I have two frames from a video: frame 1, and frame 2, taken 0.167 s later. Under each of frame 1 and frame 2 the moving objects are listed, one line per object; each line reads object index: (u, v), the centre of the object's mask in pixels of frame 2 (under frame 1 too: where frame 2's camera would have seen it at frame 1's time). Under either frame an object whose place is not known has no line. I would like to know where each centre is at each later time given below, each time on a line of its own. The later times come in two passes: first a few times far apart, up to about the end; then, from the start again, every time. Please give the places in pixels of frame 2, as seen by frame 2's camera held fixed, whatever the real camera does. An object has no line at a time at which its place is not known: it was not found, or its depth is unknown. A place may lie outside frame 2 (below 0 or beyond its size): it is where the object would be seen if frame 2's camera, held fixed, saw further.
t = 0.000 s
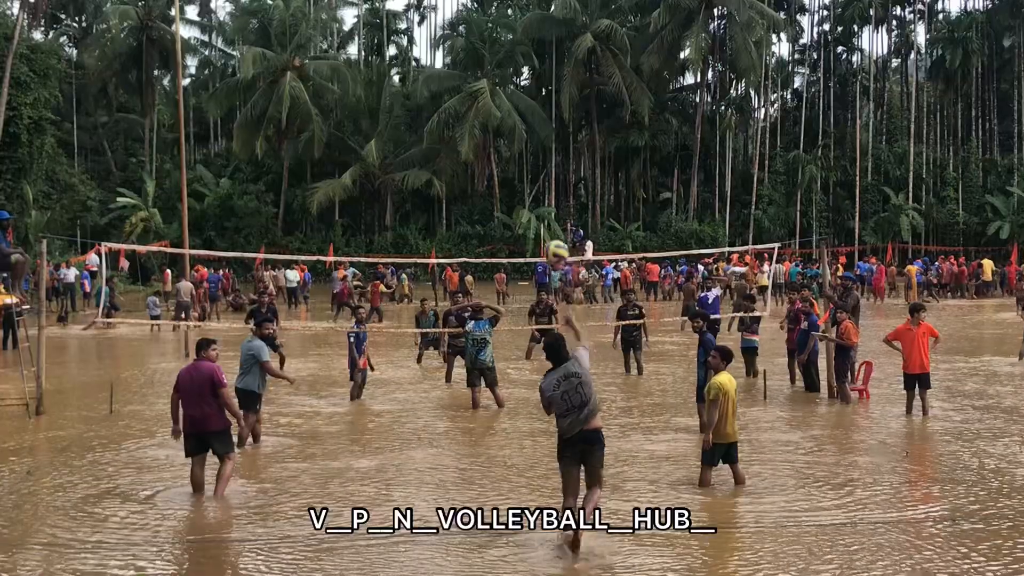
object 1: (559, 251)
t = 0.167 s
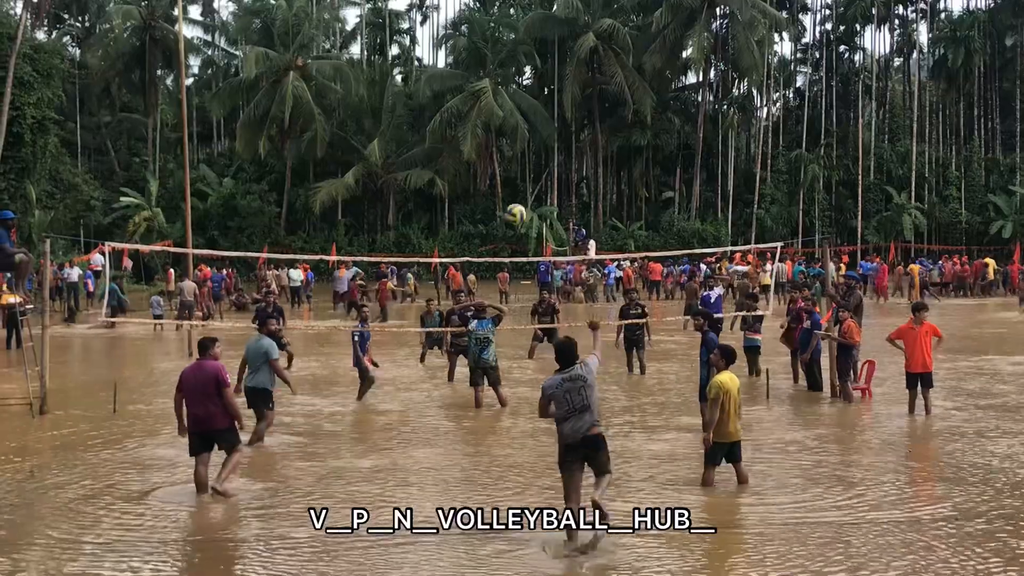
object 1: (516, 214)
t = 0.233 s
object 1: (503, 211)
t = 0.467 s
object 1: (470, 234)
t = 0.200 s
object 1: (510, 211)
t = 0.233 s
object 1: (503, 211)
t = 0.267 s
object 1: (498, 210)
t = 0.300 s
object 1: (493, 212)
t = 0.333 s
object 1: (488, 215)
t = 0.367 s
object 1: (483, 219)
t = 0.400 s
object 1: (479, 222)
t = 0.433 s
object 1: (474, 228)
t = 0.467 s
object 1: (470, 234)
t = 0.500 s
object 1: (466, 239)
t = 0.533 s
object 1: (462, 246)
